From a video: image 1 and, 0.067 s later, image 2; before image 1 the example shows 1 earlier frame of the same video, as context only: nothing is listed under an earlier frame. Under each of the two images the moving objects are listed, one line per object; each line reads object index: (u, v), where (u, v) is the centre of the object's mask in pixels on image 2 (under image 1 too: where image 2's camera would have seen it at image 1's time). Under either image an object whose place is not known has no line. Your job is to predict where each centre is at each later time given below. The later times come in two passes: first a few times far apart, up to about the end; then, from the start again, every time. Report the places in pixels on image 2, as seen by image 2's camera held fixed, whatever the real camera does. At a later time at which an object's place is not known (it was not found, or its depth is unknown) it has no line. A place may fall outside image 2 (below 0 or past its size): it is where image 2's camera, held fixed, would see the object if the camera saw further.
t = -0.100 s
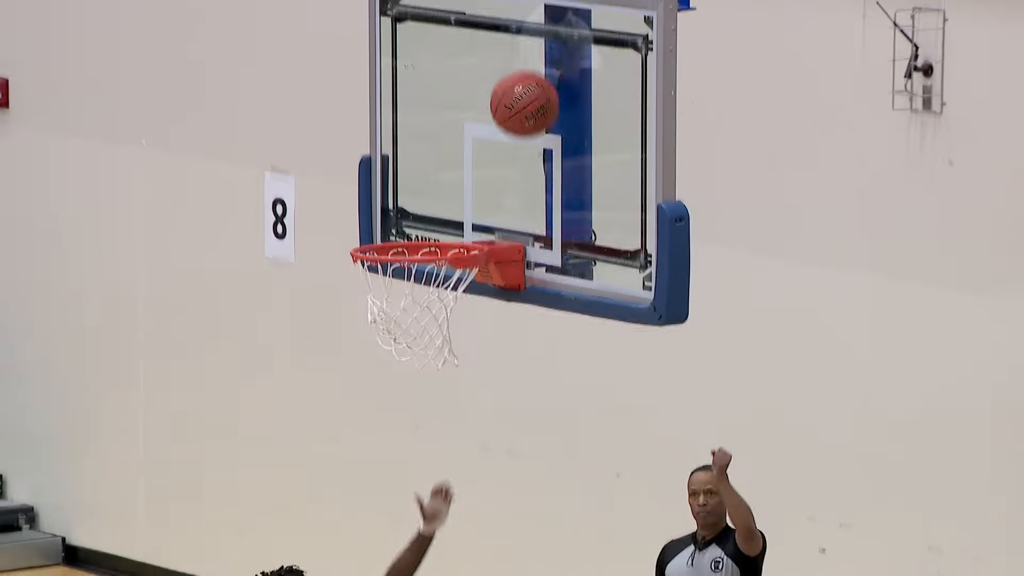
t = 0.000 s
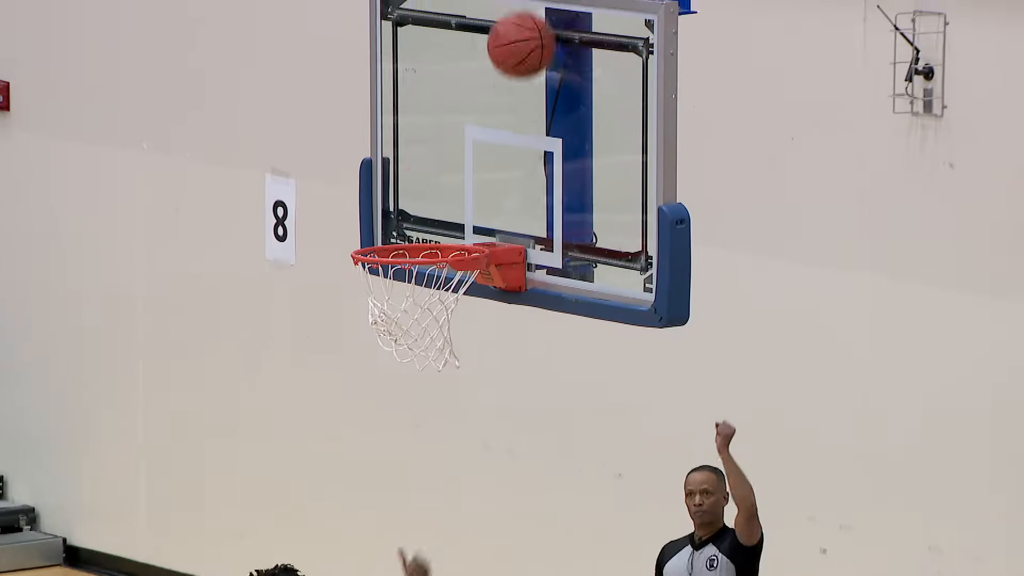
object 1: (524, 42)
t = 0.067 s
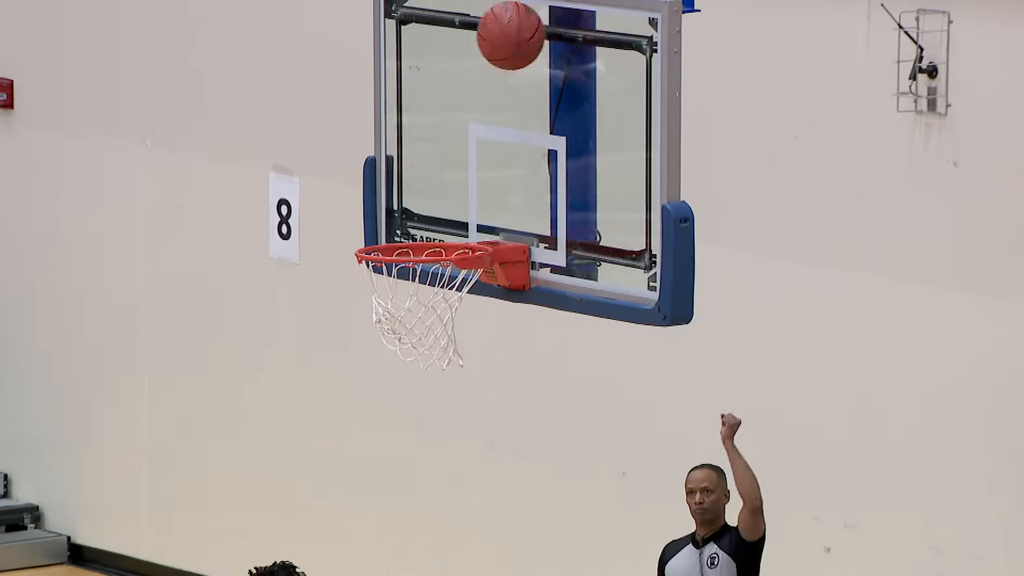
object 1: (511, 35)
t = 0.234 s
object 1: (468, 79)
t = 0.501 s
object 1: (414, 262)
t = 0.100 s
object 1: (502, 38)
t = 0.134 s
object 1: (493, 44)
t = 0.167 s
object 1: (485, 52)
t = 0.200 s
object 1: (476, 64)
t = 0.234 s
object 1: (468, 79)
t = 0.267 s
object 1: (459, 97)
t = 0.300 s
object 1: (451, 119)
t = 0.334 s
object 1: (442, 142)
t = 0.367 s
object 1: (434, 170)
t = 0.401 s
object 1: (425, 201)
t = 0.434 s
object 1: (417, 229)
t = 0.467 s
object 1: (415, 243)
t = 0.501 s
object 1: (414, 262)
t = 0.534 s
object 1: (416, 277)
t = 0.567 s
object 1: (421, 291)
